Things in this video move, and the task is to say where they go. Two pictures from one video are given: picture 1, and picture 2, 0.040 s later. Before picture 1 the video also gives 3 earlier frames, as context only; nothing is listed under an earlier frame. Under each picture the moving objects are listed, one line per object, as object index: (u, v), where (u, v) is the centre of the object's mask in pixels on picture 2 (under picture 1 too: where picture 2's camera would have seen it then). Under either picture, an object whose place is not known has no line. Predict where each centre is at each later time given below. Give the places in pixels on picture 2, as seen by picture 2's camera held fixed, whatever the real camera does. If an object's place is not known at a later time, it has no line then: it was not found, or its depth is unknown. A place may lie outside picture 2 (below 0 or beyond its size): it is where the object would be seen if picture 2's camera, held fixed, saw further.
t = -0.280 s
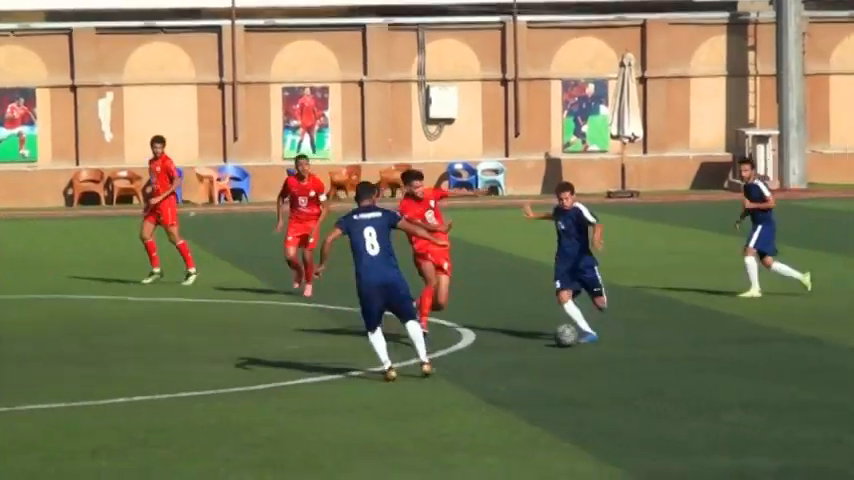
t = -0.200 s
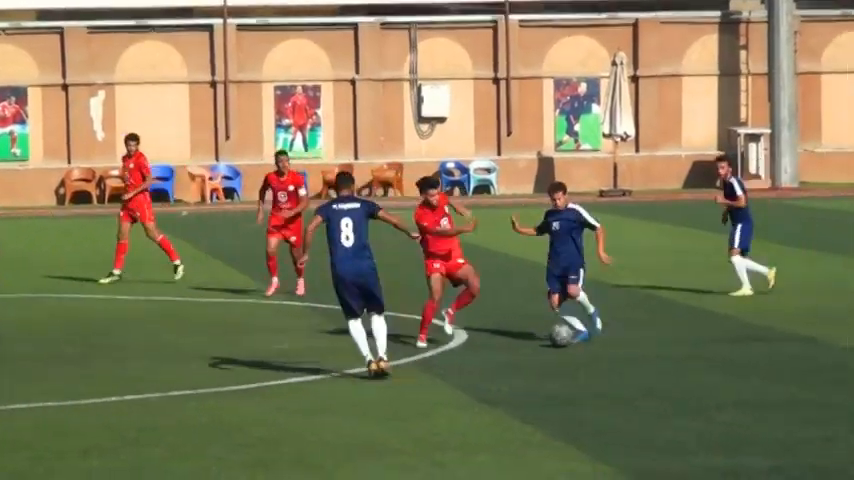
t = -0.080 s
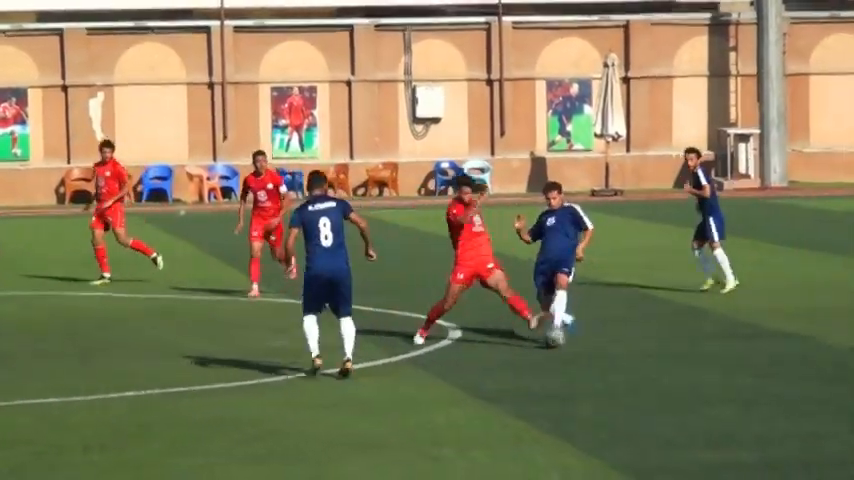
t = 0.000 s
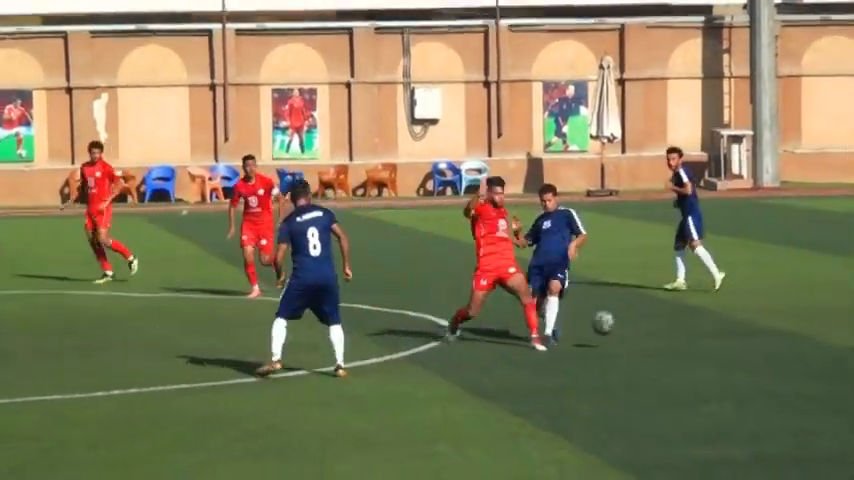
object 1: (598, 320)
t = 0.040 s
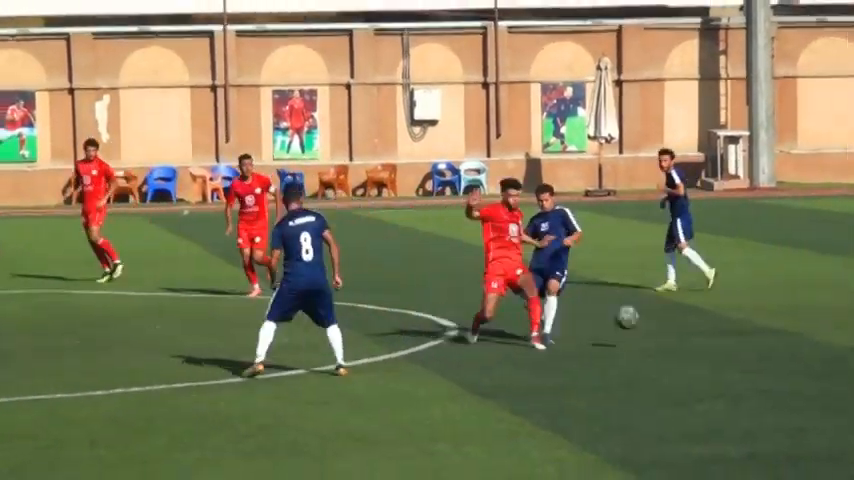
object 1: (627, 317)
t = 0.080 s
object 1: (653, 316)
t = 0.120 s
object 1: (680, 317)
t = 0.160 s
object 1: (708, 319)
